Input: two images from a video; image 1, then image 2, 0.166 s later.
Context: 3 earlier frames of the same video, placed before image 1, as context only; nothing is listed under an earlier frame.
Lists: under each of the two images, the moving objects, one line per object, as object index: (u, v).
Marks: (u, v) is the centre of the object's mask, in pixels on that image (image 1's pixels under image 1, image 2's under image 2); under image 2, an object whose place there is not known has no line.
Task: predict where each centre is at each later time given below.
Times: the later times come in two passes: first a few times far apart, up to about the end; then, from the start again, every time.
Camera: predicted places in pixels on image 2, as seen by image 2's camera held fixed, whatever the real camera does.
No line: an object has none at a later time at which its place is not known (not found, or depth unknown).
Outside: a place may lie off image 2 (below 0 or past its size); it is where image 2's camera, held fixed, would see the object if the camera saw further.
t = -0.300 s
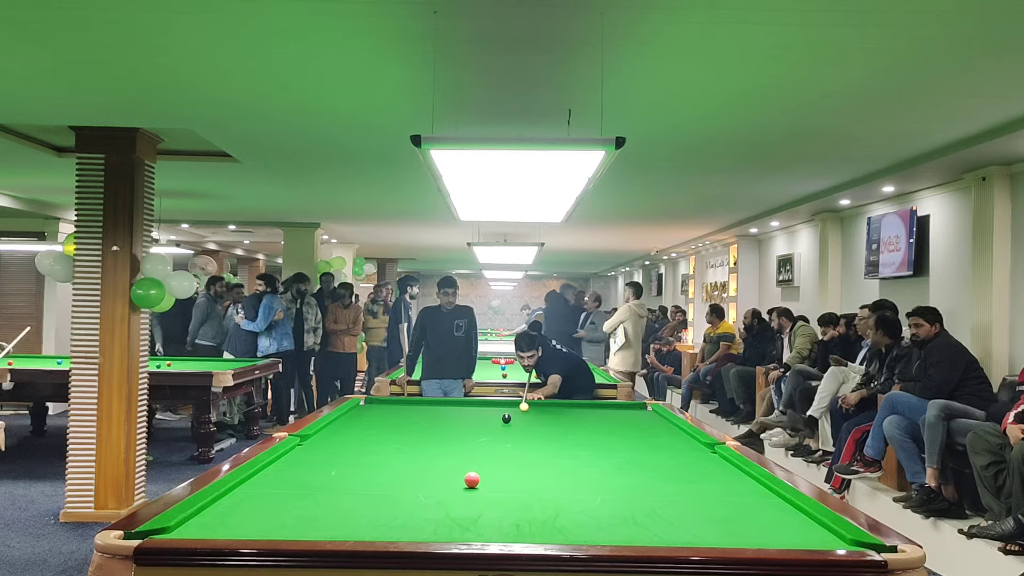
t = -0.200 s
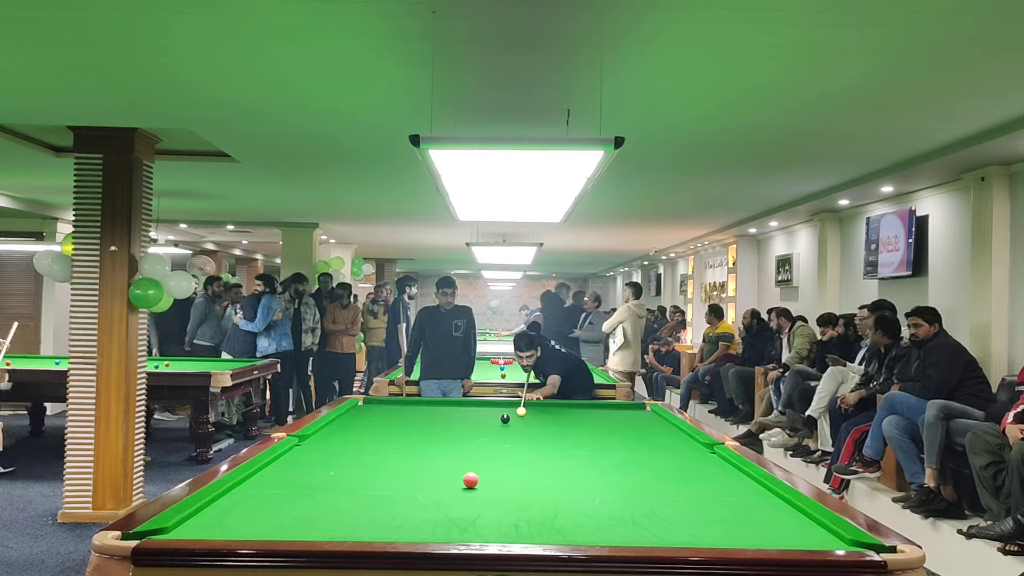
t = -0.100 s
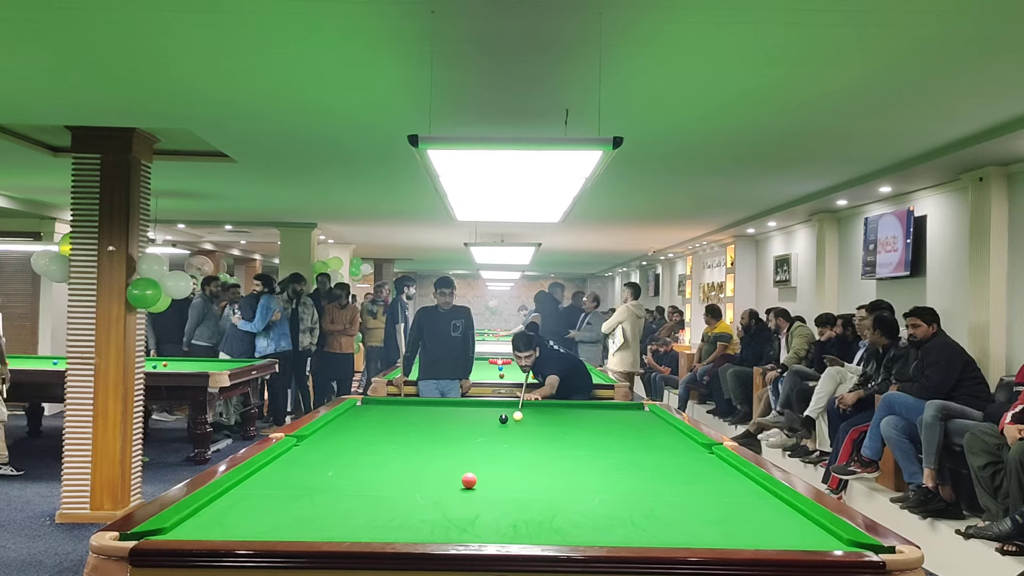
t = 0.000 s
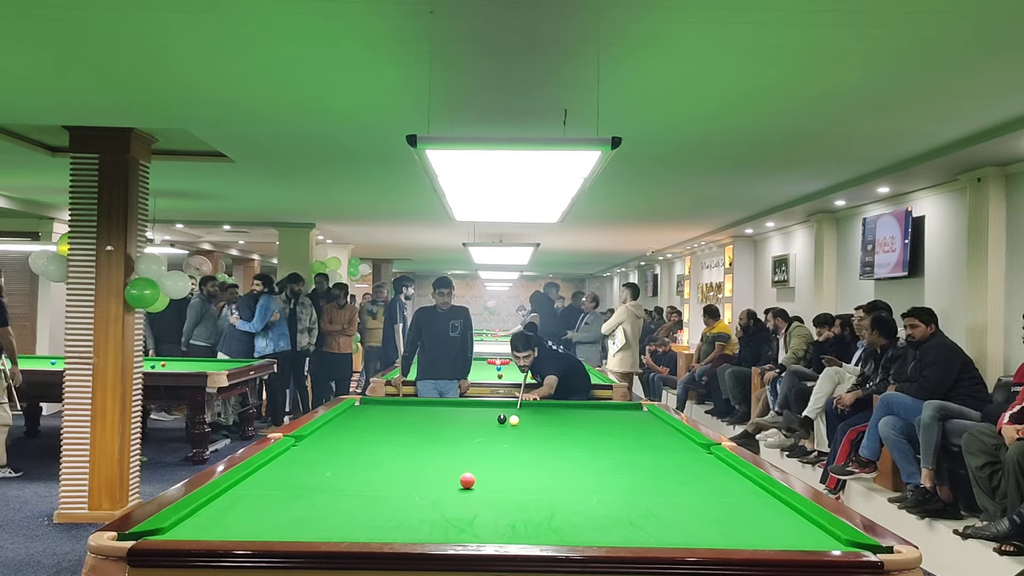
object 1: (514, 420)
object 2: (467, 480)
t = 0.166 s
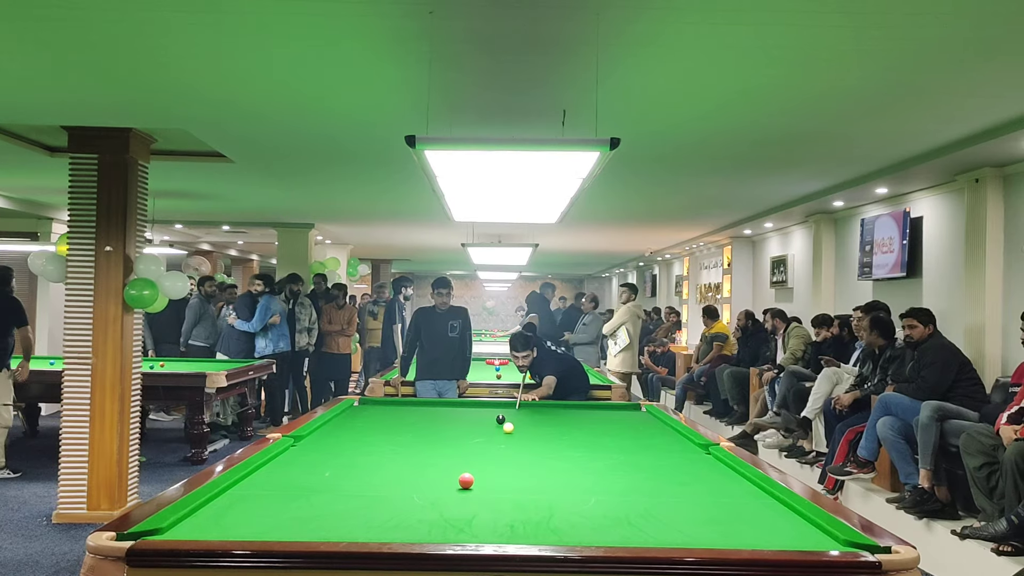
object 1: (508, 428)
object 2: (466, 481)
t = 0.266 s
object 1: (505, 432)
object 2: (466, 481)
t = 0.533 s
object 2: (466, 481)
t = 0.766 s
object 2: (466, 481)
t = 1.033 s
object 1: (487, 481)
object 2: (452, 483)
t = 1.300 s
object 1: (529, 496)
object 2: (394, 495)
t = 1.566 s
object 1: (574, 513)
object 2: (335, 506)
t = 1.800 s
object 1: (618, 531)
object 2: (278, 517)
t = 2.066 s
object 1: (656, 535)
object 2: (207, 528)
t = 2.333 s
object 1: (670, 528)
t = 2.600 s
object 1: (683, 520)
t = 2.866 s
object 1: (694, 513)
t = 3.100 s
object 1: (702, 508)
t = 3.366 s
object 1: (711, 502)
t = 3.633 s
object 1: (719, 498)
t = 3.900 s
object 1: (726, 493)
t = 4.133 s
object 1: (732, 490)
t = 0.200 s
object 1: (507, 429)
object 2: (466, 481)
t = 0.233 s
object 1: (506, 431)
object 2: (466, 481)
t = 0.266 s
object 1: (505, 432)
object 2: (466, 481)
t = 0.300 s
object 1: (504, 434)
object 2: (466, 481)
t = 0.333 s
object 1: (503, 436)
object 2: (466, 481)
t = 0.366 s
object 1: (502, 437)
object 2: (466, 481)
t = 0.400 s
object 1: (501, 439)
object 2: (466, 481)
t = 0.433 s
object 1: (500, 441)
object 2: (466, 481)
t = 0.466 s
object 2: (466, 481)
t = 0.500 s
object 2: (466, 481)
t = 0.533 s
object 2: (466, 481)
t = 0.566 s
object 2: (466, 481)
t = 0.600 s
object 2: (466, 481)
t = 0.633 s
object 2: (466, 481)
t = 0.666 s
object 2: (466, 481)
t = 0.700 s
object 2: (466, 481)
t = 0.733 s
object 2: (466, 481)
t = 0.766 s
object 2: (466, 481)
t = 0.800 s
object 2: (466, 481)
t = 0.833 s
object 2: (466, 481)
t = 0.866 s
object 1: (482, 470)
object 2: (466, 481)
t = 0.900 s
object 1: (480, 472)
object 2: (466, 481)
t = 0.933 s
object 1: (479, 475)
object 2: (466, 481)
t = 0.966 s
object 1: (478, 477)
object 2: (466, 481)
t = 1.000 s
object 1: (481, 480)
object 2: (460, 482)
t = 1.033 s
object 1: (487, 481)
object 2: (452, 483)
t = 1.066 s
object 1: (493, 483)
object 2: (444, 485)
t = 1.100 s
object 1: (499, 484)
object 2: (436, 486)
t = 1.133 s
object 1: (504, 486)
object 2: (429, 488)
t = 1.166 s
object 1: (509, 488)
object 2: (422, 489)
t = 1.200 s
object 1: (515, 490)
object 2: (415, 490)
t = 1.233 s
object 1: (519, 492)
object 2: (408, 492)
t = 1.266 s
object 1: (525, 494)
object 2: (401, 493)
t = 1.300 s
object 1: (529, 496)
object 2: (394, 495)
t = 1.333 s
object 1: (535, 498)
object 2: (387, 496)
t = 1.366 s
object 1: (540, 500)
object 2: (380, 497)
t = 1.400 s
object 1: (545, 502)
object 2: (373, 499)
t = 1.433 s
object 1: (551, 504)
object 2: (366, 500)
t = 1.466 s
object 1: (556, 507)
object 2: (358, 501)
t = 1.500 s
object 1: (562, 509)
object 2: (351, 503)
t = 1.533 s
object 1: (568, 511)
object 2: (343, 504)
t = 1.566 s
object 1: (574, 513)
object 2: (335, 506)
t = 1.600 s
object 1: (580, 516)
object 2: (328, 507)
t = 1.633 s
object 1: (586, 518)
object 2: (320, 509)
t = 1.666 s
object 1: (592, 521)
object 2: (312, 510)
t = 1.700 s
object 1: (598, 523)
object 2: (303, 512)
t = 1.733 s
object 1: (605, 526)
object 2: (295, 514)
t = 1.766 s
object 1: (611, 528)
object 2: (287, 515)
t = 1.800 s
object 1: (618, 531)
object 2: (278, 517)
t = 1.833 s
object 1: (625, 532)
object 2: (270, 519)
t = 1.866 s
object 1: (632, 534)
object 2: (261, 520)
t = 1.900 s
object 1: (639, 535)
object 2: (252, 522)
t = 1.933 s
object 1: (646, 537)
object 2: (243, 524)
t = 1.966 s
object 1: (653, 539)
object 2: (234, 525)
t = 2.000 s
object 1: (654, 537)
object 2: (225, 526)
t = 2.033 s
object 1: (655, 536)
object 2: (216, 527)
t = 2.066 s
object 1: (656, 535)
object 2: (207, 528)
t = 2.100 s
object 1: (658, 534)
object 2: (197, 529)
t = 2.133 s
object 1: (659, 534)
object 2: (188, 530)
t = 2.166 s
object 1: (661, 533)
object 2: (178, 530)
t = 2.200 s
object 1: (663, 532)
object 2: (167, 532)
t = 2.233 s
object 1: (665, 531)
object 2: (158, 533)
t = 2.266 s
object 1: (666, 530)
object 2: (147, 535)
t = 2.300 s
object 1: (668, 529)
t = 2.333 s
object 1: (670, 528)
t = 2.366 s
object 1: (672, 527)
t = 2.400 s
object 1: (673, 526)
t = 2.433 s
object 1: (675, 525)
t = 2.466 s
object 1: (677, 524)
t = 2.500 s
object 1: (678, 523)
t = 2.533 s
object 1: (680, 522)
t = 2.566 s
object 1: (681, 521)
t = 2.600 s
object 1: (683, 520)
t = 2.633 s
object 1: (684, 519)
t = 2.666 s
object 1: (686, 518)
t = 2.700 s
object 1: (687, 518)
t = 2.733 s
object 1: (688, 517)
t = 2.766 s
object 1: (690, 516)
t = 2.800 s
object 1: (691, 515)
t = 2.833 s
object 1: (692, 514)
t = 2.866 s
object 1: (694, 513)
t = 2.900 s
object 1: (695, 512)
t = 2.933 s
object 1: (696, 512)
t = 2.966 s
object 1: (698, 511)
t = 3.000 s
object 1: (699, 510)
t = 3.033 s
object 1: (700, 509)
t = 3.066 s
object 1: (701, 509)
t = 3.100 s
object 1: (702, 508)
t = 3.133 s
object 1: (704, 507)
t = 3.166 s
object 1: (705, 506)
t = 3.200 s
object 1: (706, 506)
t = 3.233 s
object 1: (707, 505)
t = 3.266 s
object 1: (708, 504)
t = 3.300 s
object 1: (709, 504)
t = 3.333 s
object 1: (710, 503)
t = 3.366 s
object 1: (711, 502)
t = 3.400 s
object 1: (712, 502)
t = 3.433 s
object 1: (713, 501)
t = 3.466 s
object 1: (714, 500)
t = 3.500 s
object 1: (715, 500)
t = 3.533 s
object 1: (716, 499)
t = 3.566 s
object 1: (717, 499)
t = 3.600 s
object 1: (718, 498)
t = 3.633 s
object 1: (719, 498)
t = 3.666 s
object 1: (720, 497)
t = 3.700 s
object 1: (721, 496)
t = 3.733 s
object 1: (722, 496)
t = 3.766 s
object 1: (723, 495)
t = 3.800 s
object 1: (723, 495)
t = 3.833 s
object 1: (724, 494)
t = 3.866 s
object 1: (725, 494)
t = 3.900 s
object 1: (726, 493)
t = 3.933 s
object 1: (727, 493)
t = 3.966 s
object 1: (728, 492)
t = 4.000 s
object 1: (728, 492)
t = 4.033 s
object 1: (729, 491)
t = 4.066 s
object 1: (730, 491)
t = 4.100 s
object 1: (731, 490)
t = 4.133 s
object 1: (732, 490)
